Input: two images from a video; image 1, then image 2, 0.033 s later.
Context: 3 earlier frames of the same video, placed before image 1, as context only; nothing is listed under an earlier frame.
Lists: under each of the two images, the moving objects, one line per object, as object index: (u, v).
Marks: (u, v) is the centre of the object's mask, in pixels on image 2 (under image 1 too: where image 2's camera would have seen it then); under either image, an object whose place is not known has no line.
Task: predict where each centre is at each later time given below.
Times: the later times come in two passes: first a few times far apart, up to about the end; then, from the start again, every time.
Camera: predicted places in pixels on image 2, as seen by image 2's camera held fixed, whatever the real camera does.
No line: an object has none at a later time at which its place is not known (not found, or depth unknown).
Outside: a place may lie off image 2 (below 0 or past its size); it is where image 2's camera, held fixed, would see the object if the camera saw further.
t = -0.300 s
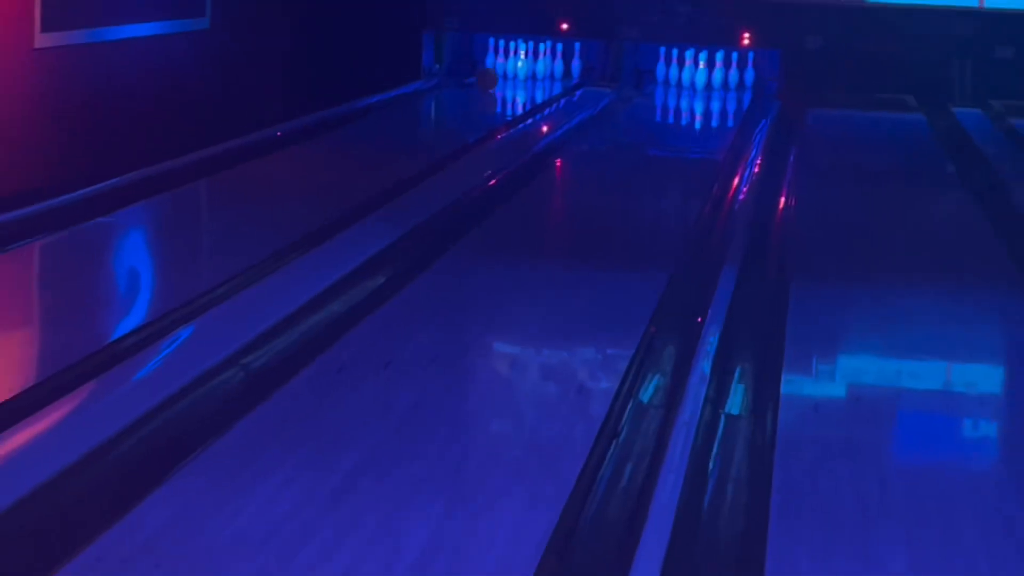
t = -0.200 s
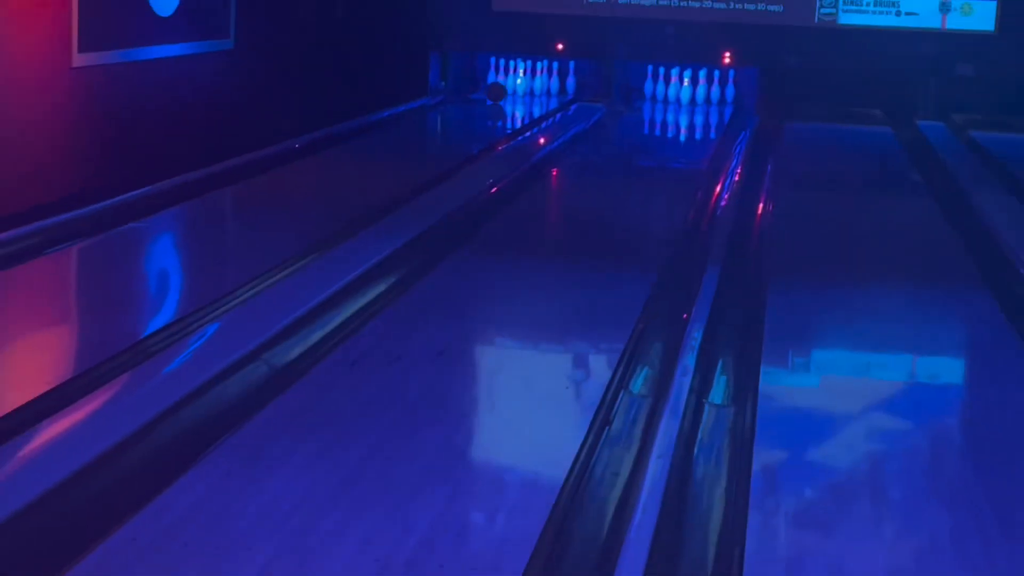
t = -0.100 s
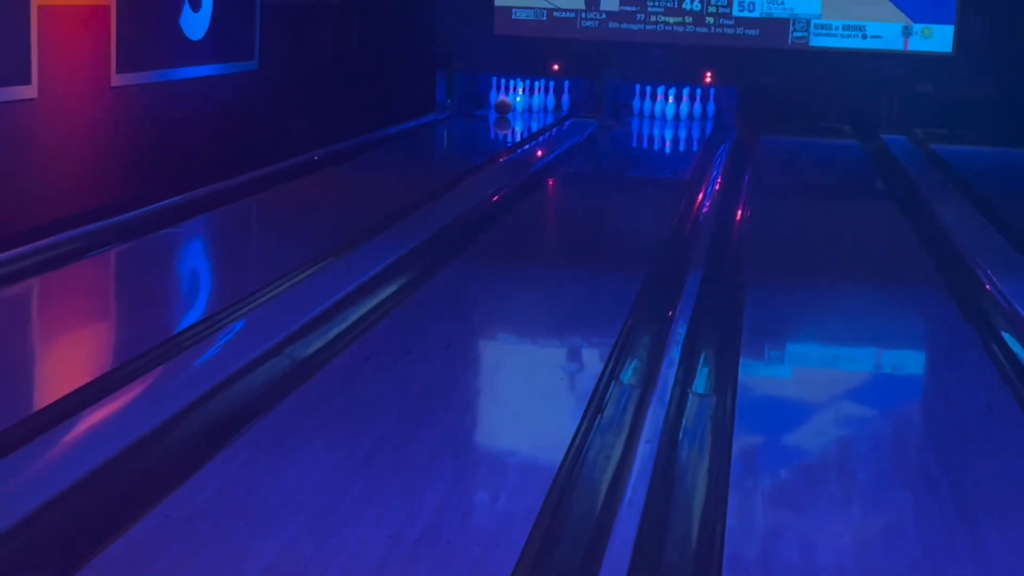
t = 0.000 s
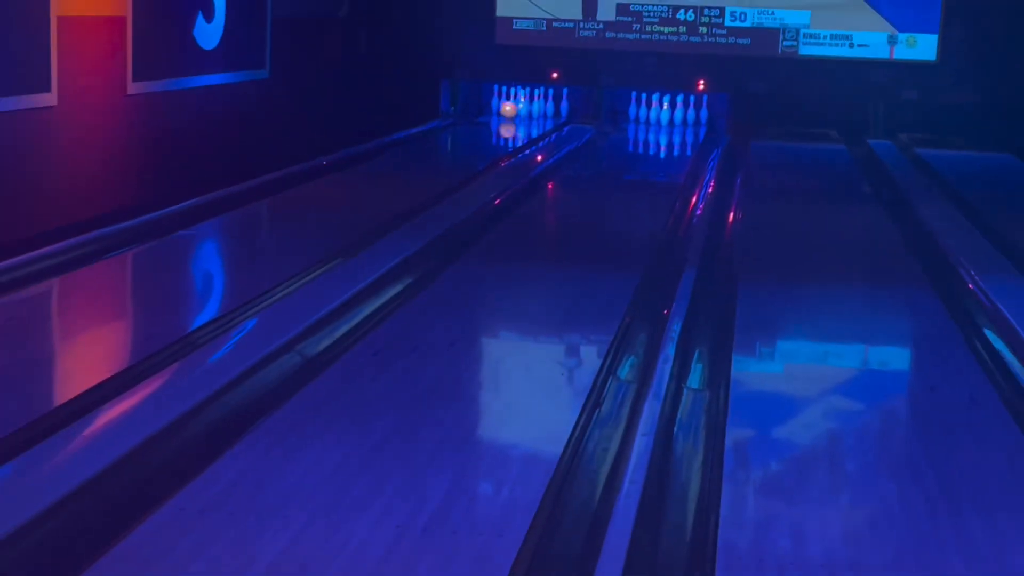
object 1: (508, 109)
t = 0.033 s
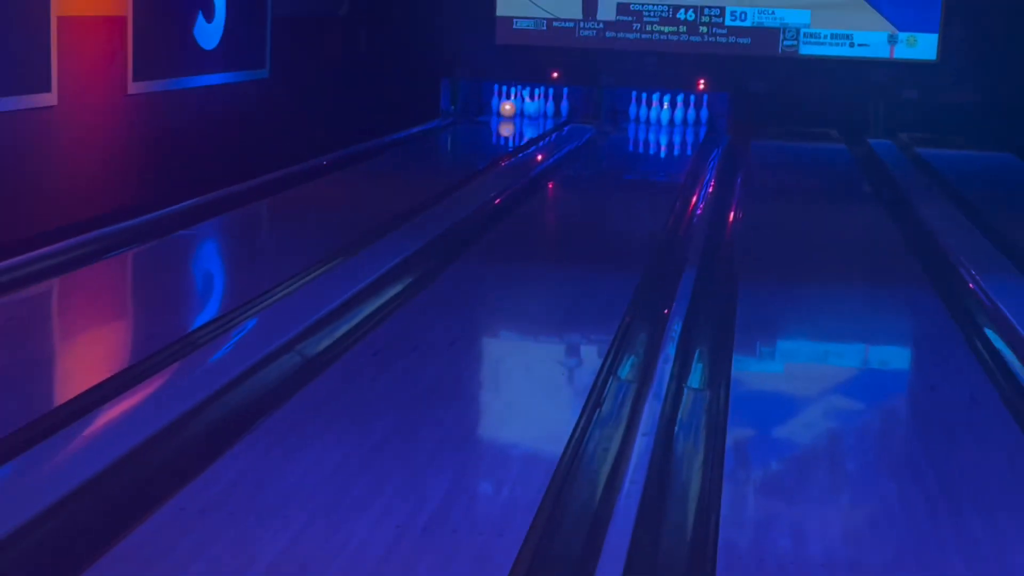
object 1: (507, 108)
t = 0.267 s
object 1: (487, 104)
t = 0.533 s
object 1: (482, 110)
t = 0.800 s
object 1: (483, 111)
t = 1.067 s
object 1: (486, 115)
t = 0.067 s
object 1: (505, 108)
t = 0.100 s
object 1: (503, 107)
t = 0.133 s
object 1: (500, 107)
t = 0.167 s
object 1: (497, 106)
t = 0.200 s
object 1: (494, 105)
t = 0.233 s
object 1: (490, 105)
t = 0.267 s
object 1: (487, 104)
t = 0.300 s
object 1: (483, 104)
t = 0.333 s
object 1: (480, 105)
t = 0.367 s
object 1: (481, 107)
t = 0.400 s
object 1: (481, 109)
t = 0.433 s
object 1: (481, 109)
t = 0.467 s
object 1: (482, 110)
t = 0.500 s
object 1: (482, 110)
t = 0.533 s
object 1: (482, 110)
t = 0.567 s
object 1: (482, 110)
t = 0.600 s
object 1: (482, 111)
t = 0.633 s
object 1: (482, 111)
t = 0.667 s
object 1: (482, 111)
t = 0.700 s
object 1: (482, 111)
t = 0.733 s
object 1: (483, 111)
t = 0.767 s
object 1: (483, 111)
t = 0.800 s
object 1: (483, 111)
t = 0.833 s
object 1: (484, 112)
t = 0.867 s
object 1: (484, 113)
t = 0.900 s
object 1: (484, 113)
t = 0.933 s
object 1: (485, 114)
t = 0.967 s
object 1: (485, 114)
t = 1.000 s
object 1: (485, 114)
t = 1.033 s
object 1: (485, 114)
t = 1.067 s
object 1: (486, 115)
